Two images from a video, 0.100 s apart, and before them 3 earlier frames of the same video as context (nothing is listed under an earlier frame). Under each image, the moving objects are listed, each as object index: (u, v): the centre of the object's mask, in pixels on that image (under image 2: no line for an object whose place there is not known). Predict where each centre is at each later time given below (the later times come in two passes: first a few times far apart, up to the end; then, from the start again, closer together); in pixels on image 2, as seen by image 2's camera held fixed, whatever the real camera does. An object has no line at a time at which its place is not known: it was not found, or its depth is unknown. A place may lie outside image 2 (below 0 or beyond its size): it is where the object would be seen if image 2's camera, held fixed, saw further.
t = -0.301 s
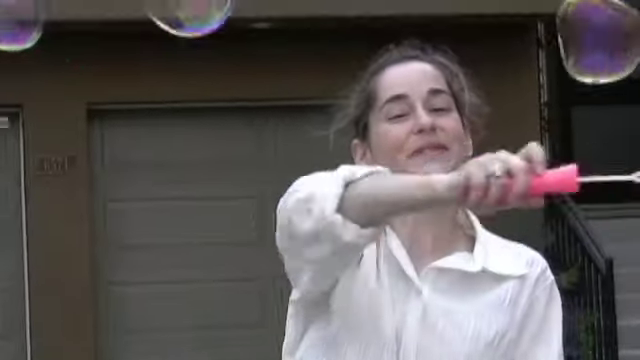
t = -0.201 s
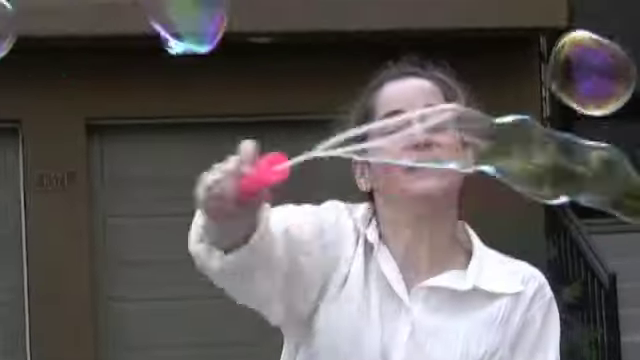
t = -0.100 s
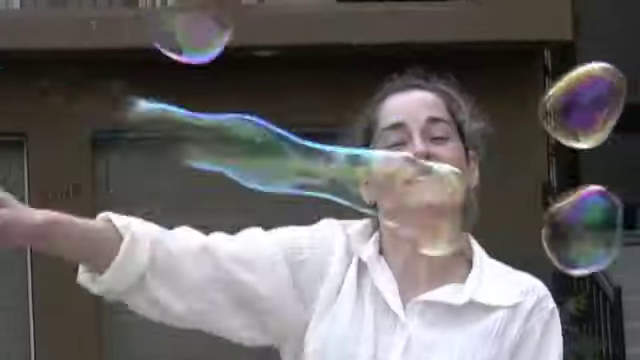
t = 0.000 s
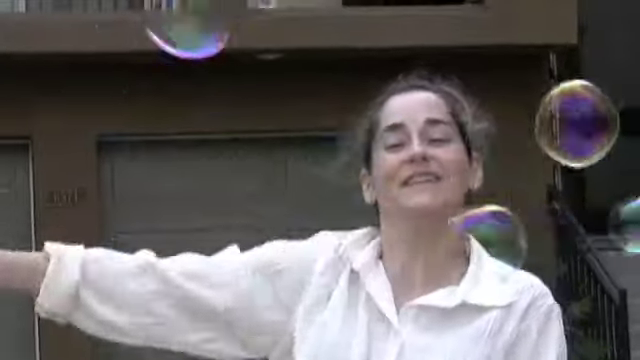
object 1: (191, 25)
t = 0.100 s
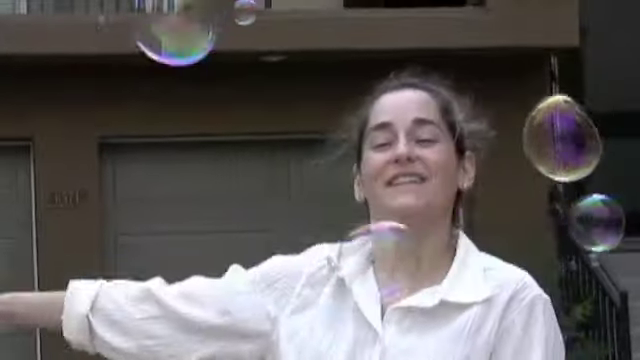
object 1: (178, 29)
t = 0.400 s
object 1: (132, 26)
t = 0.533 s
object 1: (115, 31)
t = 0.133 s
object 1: (175, 29)
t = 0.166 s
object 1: (170, 26)
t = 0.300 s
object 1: (148, 28)
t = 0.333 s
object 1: (141, 28)
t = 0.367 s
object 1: (136, 27)
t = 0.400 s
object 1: (132, 26)
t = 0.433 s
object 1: (127, 27)
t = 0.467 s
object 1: (123, 29)
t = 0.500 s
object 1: (120, 30)
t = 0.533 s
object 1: (115, 31)
